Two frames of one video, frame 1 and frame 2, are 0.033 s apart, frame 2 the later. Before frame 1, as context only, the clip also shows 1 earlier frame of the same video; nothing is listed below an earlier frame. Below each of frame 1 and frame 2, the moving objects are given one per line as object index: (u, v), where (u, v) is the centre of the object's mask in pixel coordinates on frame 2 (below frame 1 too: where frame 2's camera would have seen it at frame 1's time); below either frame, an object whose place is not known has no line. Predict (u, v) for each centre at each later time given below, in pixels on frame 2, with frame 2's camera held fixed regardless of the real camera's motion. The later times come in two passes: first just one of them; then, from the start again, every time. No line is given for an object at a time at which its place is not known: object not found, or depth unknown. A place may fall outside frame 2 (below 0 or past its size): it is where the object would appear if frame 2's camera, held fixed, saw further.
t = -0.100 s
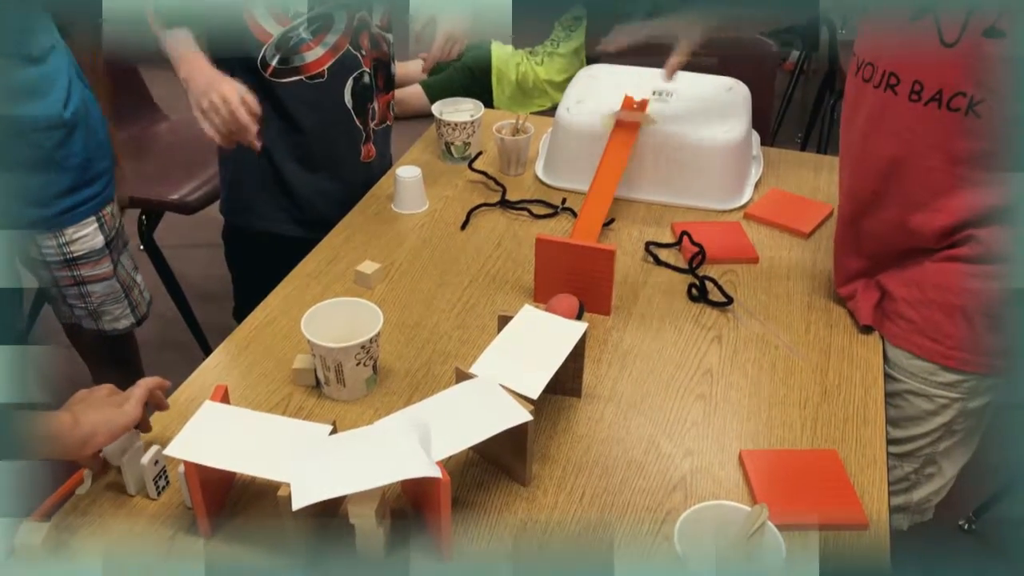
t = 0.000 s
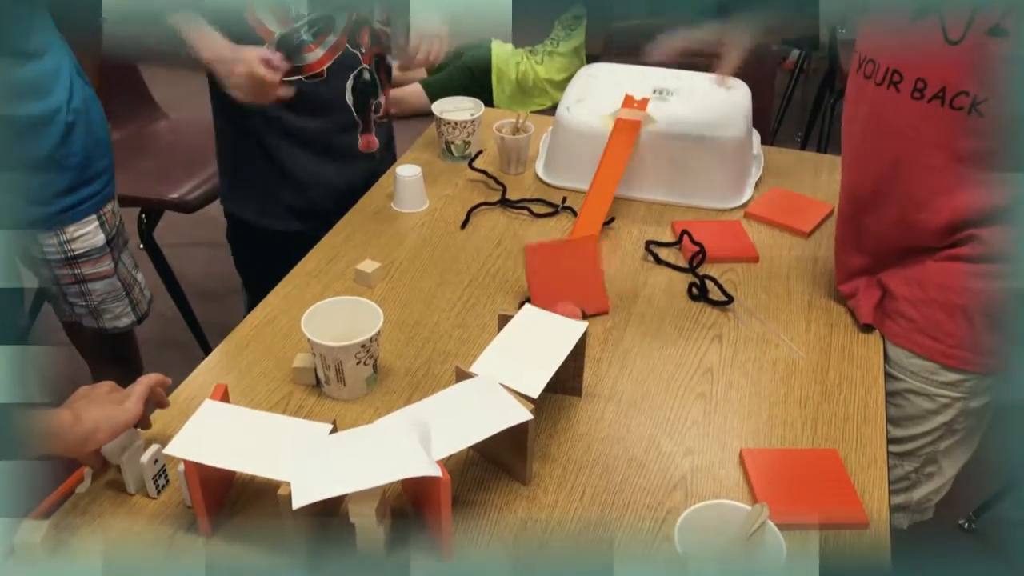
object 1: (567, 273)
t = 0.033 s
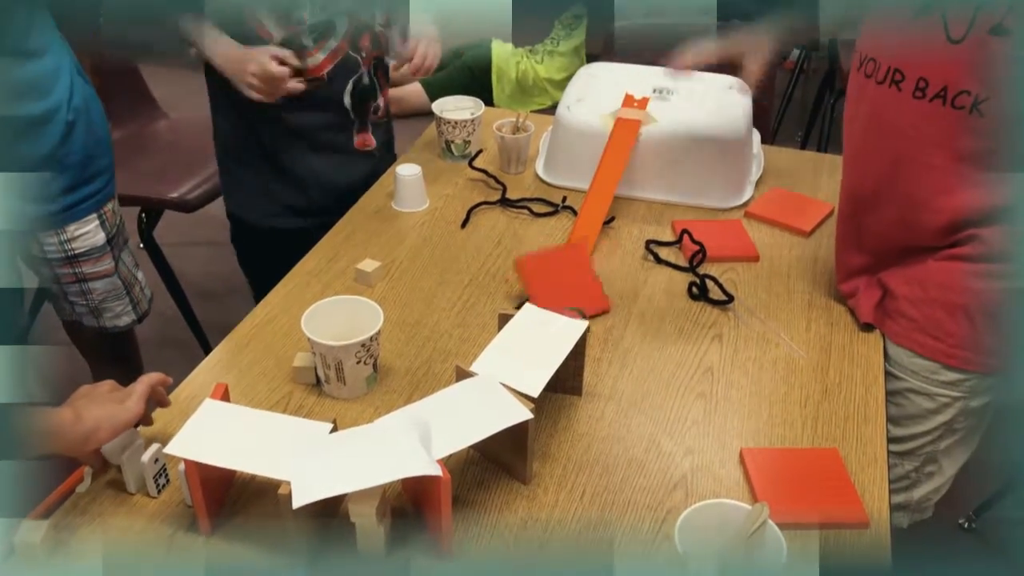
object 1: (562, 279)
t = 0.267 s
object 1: (546, 295)
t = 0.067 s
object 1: (559, 291)
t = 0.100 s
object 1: (555, 293)
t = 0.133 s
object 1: (553, 293)
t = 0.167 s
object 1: (549, 293)
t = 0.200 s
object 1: (548, 294)
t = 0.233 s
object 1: (546, 295)
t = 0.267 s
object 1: (546, 295)
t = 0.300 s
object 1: (546, 296)
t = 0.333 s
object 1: (547, 297)
